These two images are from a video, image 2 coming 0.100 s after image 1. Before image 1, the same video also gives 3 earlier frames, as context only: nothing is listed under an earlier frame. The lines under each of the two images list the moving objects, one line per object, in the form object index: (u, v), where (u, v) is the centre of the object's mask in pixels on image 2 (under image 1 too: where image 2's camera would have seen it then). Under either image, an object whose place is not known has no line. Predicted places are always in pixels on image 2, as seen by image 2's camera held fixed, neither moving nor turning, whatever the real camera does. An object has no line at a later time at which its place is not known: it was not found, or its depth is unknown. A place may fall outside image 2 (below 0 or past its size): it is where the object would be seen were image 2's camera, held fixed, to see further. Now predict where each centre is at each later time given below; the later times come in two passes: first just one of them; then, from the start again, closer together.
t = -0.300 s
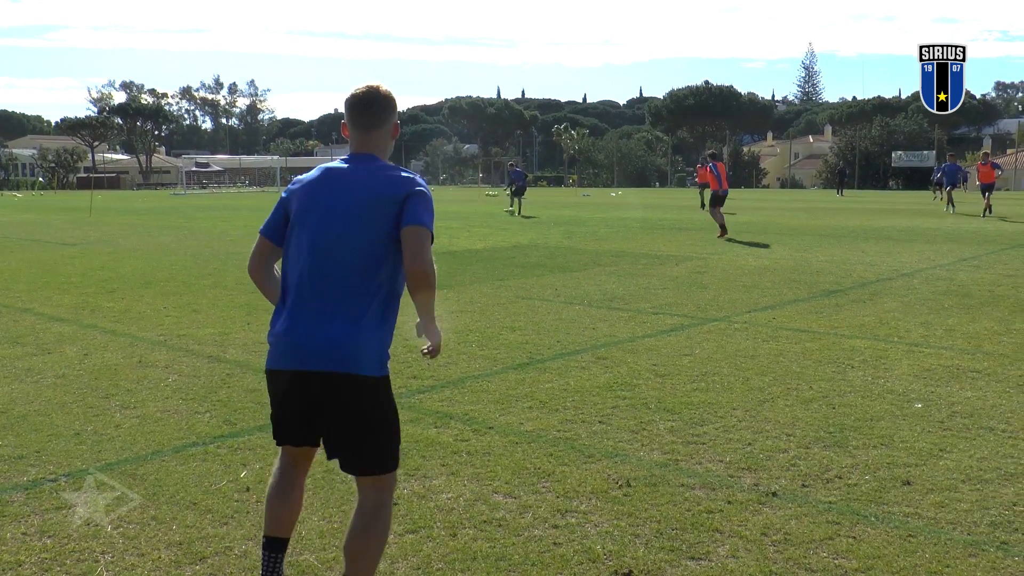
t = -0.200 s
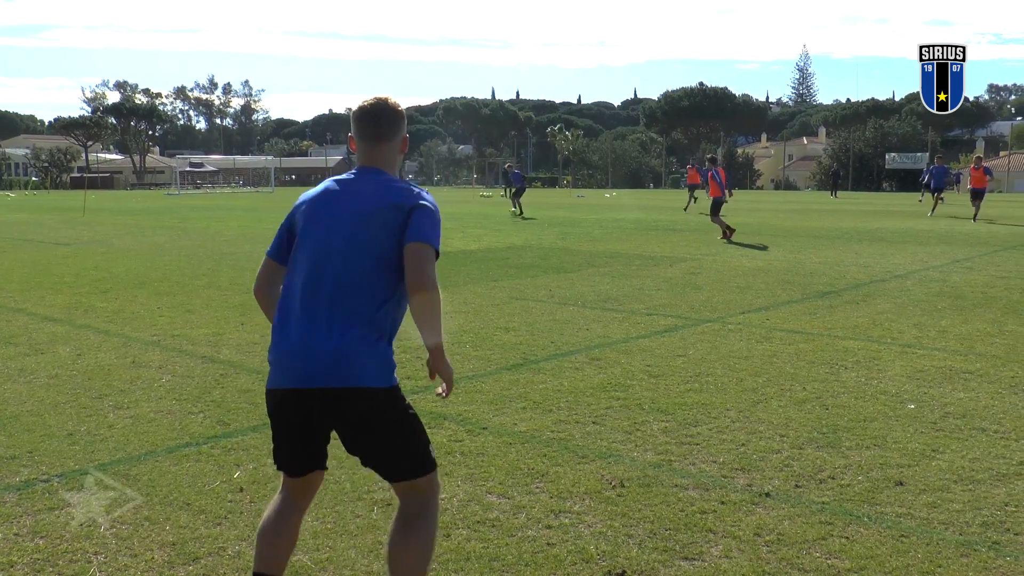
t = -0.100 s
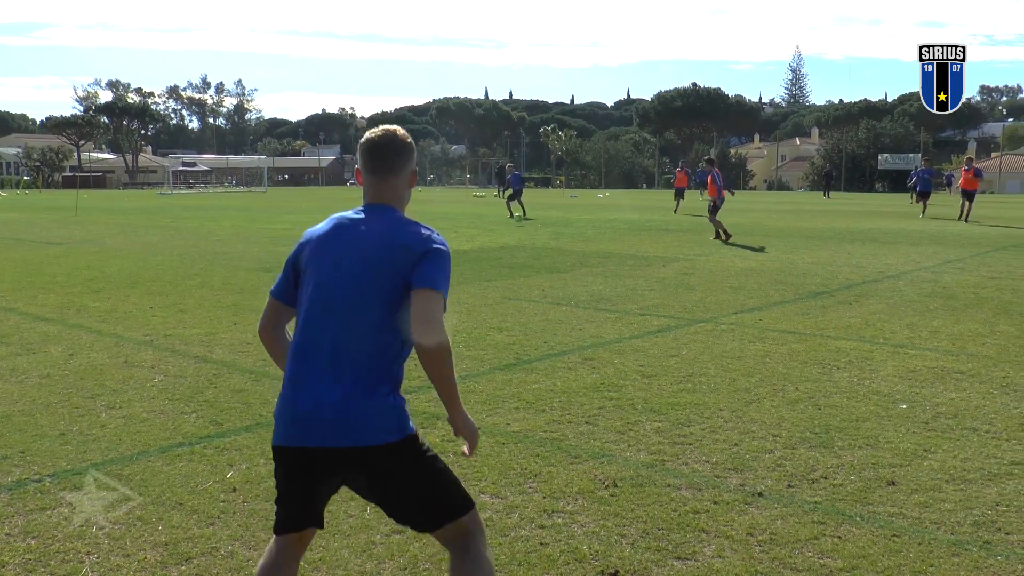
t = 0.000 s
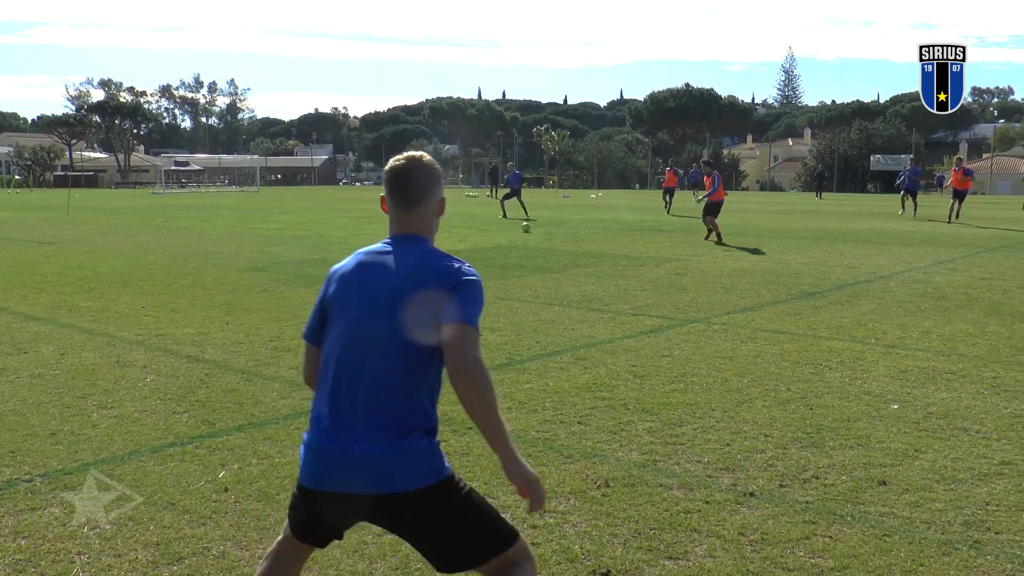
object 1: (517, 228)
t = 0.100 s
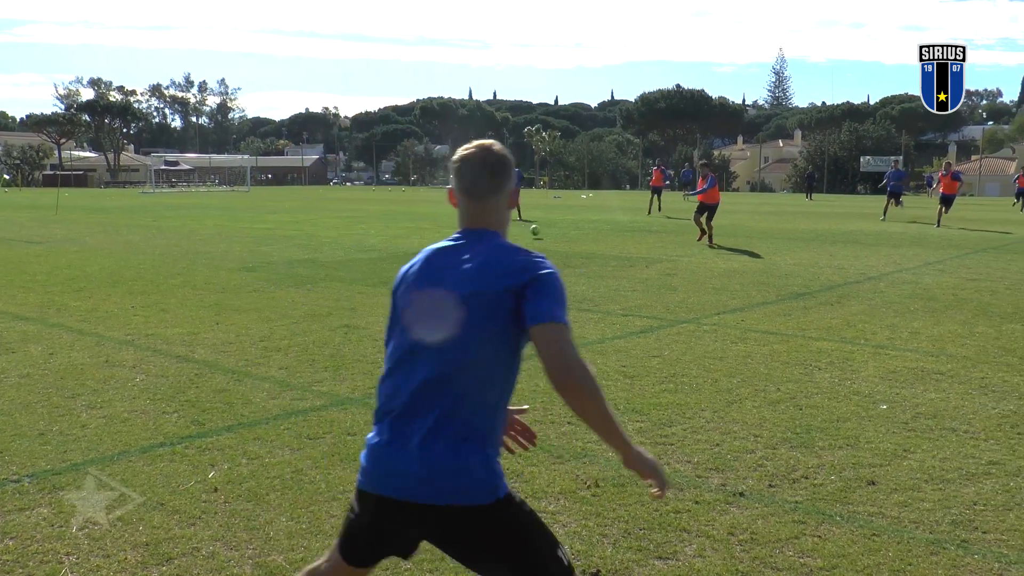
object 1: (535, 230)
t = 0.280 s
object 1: (579, 245)
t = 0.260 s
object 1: (574, 244)
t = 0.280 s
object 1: (579, 245)
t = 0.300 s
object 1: (585, 247)
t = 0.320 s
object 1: (591, 249)
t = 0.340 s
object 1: (597, 252)
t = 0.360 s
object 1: (604, 254)
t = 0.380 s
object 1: (610, 256)
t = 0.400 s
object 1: (617, 257)
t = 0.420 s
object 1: (624, 260)
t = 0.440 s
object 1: (630, 262)
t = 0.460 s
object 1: (638, 264)
